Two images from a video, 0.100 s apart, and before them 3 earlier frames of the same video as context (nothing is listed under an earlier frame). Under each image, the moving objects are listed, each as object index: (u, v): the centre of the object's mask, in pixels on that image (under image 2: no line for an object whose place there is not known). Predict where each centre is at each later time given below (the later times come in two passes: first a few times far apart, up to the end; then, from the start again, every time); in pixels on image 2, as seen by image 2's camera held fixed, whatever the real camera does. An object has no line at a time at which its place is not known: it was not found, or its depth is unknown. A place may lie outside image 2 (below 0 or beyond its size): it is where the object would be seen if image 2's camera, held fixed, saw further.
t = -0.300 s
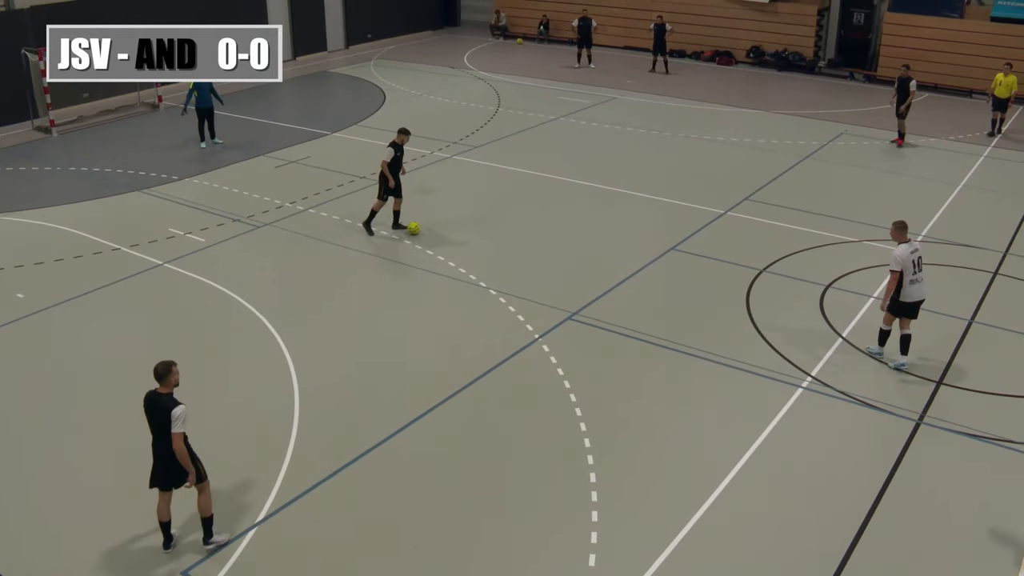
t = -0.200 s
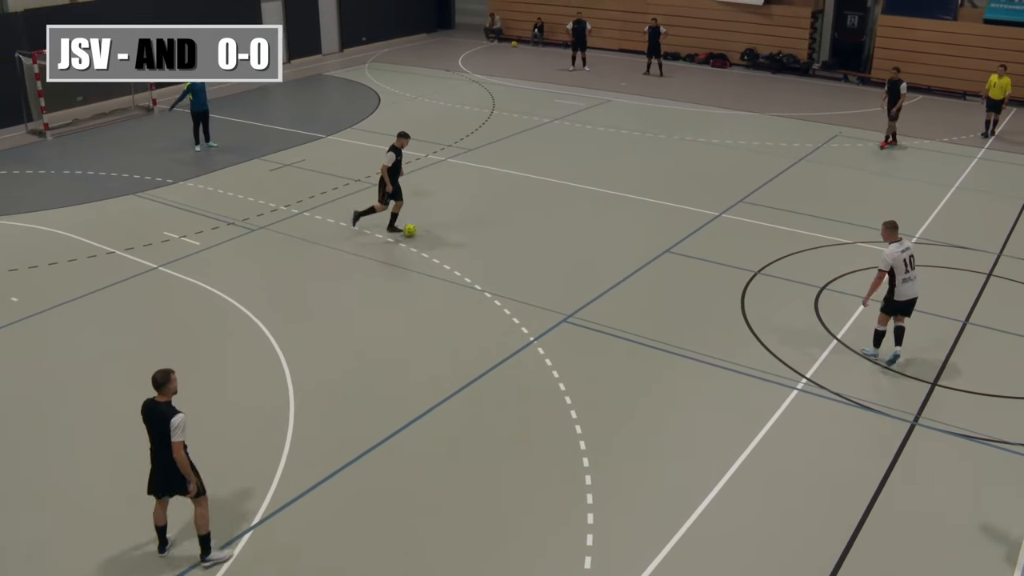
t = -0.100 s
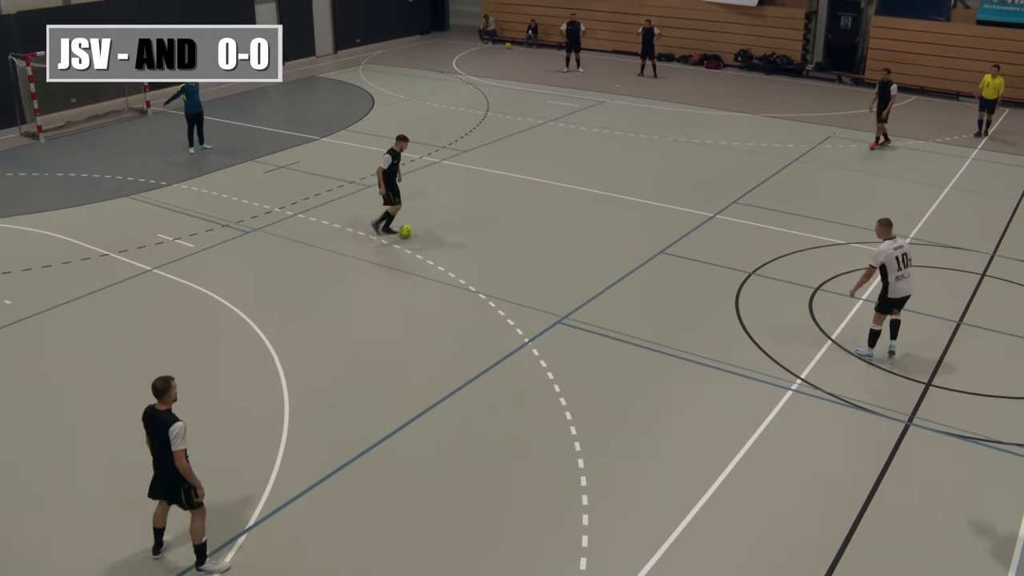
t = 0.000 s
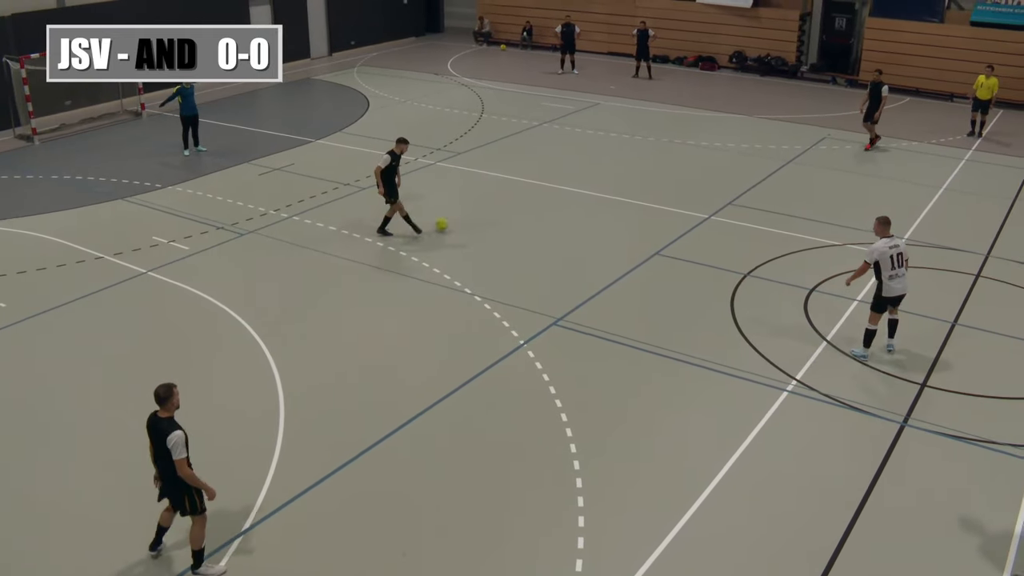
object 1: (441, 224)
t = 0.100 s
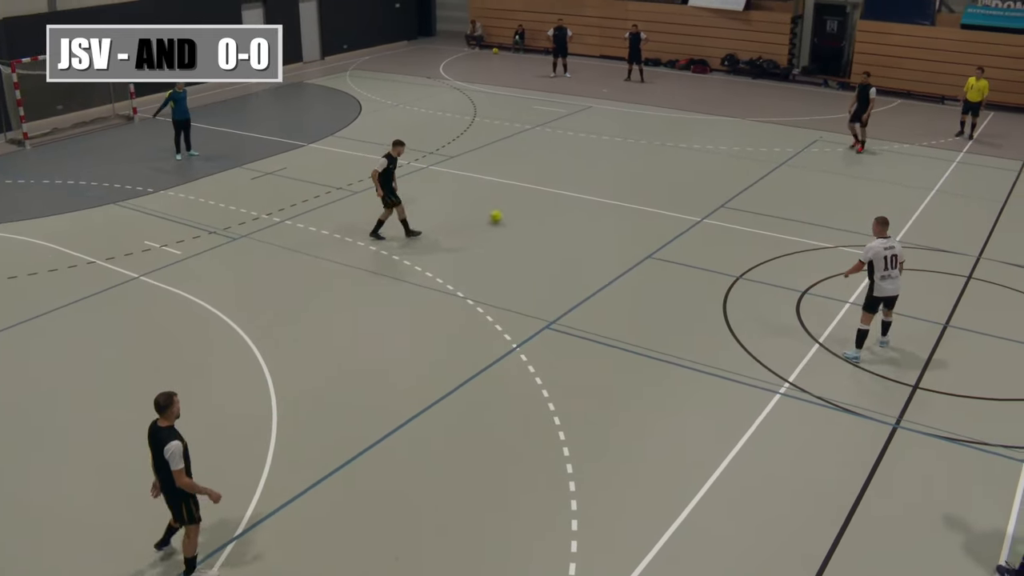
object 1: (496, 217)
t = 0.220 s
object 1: (559, 207)
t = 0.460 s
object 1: (659, 189)
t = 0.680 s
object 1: (728, 175)
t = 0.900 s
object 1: (784, 164)
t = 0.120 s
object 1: (507, 216)
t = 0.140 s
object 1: (518, 214)
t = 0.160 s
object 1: (529, 212)
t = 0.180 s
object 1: (539, 210)
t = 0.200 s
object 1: (549, 208)
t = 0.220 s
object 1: (559, 207)
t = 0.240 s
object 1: (569, 206)
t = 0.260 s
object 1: (578, 204)
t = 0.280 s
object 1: (587, 202)
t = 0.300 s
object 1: (596, 201)
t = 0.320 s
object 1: (604, 199)
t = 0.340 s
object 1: (613, 198)
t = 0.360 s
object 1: (621, 196)
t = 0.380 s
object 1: (629, 195)
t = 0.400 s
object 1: (637, 193)
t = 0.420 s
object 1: (645, 192)
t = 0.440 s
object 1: (652, 190)
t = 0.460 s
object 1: (659, 189)
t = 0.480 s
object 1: (666, 188)
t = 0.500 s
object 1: (673, 186)
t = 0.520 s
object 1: (680, 185)
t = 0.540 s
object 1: (686, 184)
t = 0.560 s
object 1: (693, 182)
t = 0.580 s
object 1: (699, 181)
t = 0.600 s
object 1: (705, 180)
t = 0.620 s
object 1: (711, 179)
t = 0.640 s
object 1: (717, 178)
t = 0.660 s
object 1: (723, 177)
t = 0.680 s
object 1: (728, 175)
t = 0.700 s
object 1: (734, 174)
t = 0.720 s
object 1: (739, 173)
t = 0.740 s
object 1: (745, 171)
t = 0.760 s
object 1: (750, 170)
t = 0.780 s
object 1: (755, 169)
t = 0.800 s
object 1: (760, 169)
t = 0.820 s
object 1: (764, 168)
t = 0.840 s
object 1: (769, 167)
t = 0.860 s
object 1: (774, 166)
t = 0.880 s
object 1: (779, 165)
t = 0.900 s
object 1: (784, 164)
